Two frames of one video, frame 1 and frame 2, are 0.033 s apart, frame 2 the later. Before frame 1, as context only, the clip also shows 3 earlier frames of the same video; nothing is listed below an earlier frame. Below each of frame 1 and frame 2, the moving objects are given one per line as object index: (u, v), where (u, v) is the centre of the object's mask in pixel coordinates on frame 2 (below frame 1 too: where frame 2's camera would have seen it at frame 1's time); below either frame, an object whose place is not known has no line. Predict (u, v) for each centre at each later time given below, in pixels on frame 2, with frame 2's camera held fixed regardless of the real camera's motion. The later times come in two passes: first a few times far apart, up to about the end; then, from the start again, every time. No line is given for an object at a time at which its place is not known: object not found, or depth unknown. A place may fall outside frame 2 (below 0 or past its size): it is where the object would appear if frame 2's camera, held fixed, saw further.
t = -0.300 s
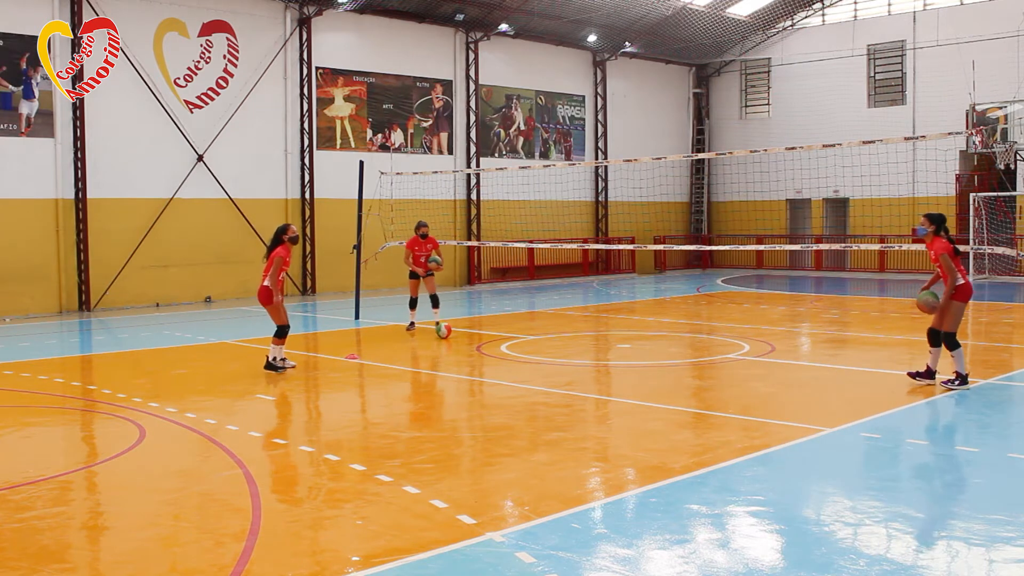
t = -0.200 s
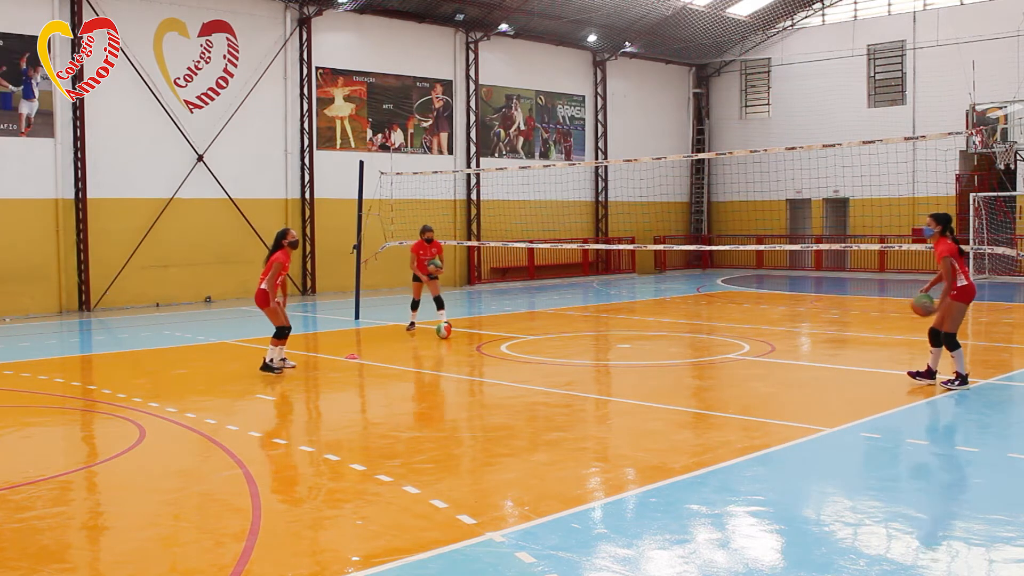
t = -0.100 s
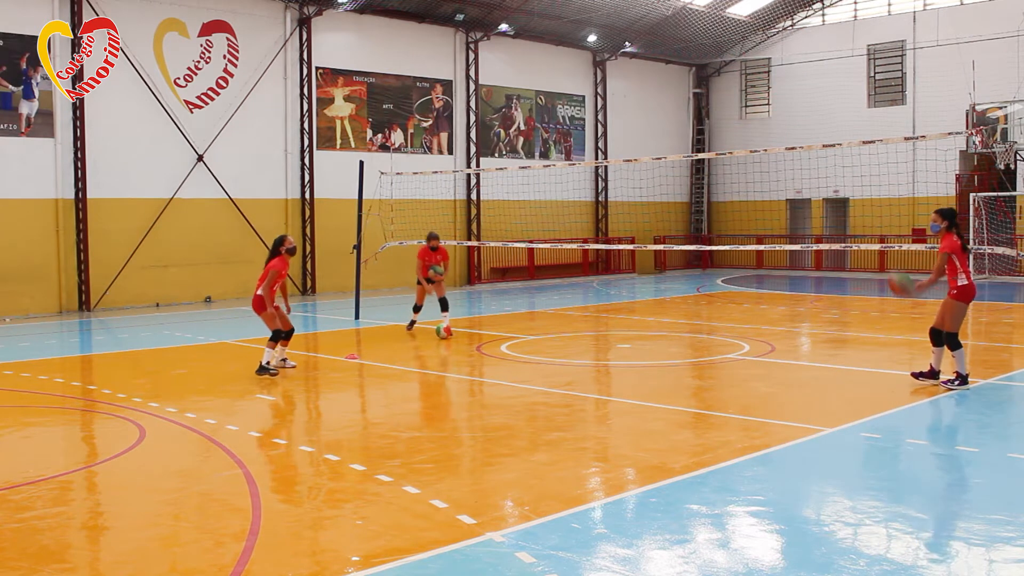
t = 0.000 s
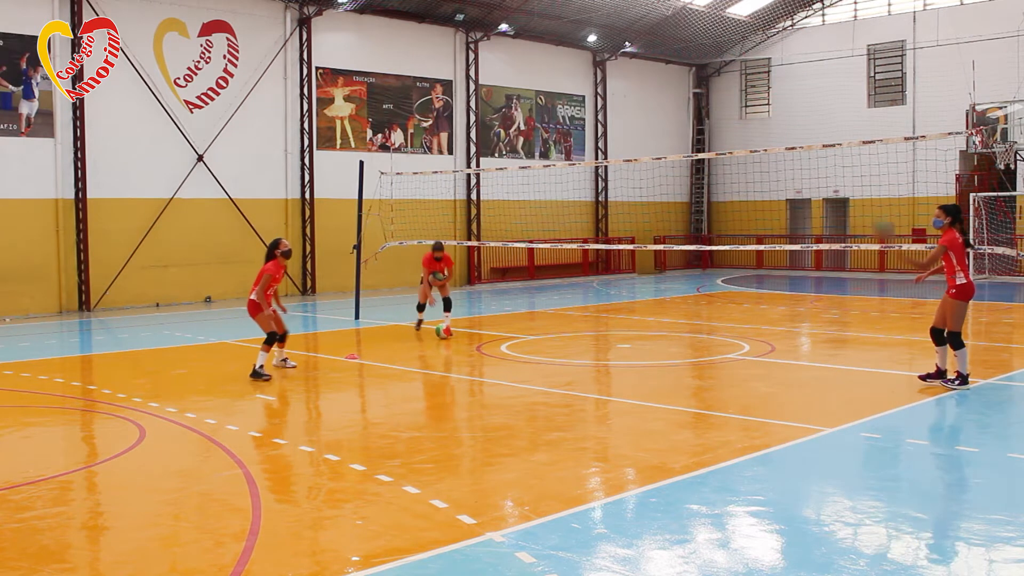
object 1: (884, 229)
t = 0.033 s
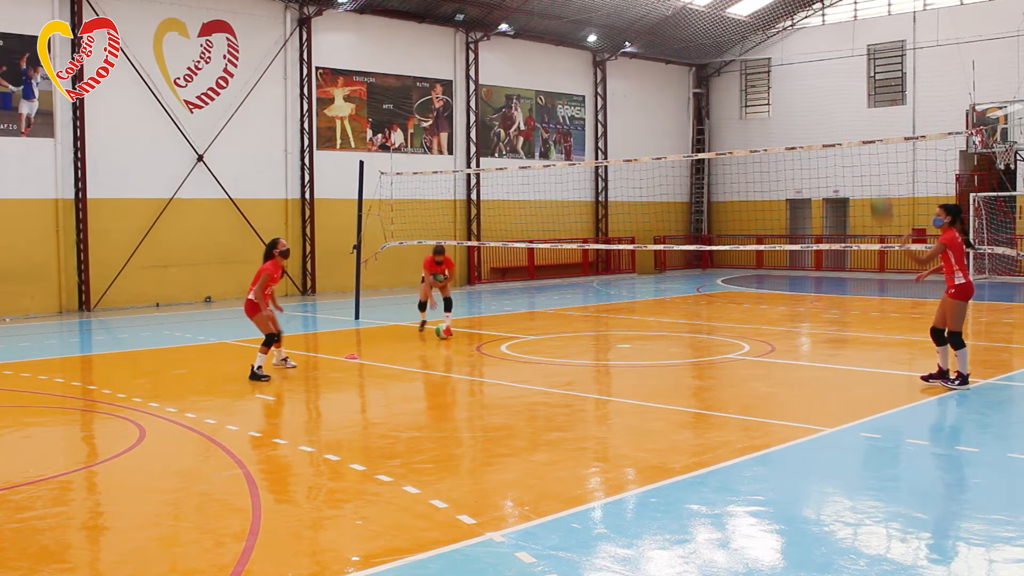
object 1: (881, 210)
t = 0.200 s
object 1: (871, 120)
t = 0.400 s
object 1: (859, 53)
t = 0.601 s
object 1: (847, 30)
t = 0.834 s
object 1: (833, 57)
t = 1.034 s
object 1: (822, 125)
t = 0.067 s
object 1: (878, 188)
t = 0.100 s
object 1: (877, 169)
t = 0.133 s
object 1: (874, 152)
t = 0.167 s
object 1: (872, 134)
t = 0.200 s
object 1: (871, 120)
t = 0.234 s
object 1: (868, 107)
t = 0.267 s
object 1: (867, 94)
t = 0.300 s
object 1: (865, 82)
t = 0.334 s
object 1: (862, 71)
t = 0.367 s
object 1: (861, 61)
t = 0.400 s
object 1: (859, 53)
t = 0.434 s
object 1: (857, 46)
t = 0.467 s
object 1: (854, 41)
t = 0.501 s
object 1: (852, 37)
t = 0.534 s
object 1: (851, 33)
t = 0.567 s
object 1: (849, 31)
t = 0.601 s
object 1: (847, 30)
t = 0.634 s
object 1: (845, 30)
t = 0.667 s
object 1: (843, 32)
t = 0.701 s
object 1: (841, 34)
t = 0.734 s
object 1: (839, 38)
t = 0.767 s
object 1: (837, 43)
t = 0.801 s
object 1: (835, 50)
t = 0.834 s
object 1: (833, 57)
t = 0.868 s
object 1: (831, 66)
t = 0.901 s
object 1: (830, 75)
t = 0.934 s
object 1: (828, 86)
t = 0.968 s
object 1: (826, 98)
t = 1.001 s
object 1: (824, 111)
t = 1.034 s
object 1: (822, 125)
